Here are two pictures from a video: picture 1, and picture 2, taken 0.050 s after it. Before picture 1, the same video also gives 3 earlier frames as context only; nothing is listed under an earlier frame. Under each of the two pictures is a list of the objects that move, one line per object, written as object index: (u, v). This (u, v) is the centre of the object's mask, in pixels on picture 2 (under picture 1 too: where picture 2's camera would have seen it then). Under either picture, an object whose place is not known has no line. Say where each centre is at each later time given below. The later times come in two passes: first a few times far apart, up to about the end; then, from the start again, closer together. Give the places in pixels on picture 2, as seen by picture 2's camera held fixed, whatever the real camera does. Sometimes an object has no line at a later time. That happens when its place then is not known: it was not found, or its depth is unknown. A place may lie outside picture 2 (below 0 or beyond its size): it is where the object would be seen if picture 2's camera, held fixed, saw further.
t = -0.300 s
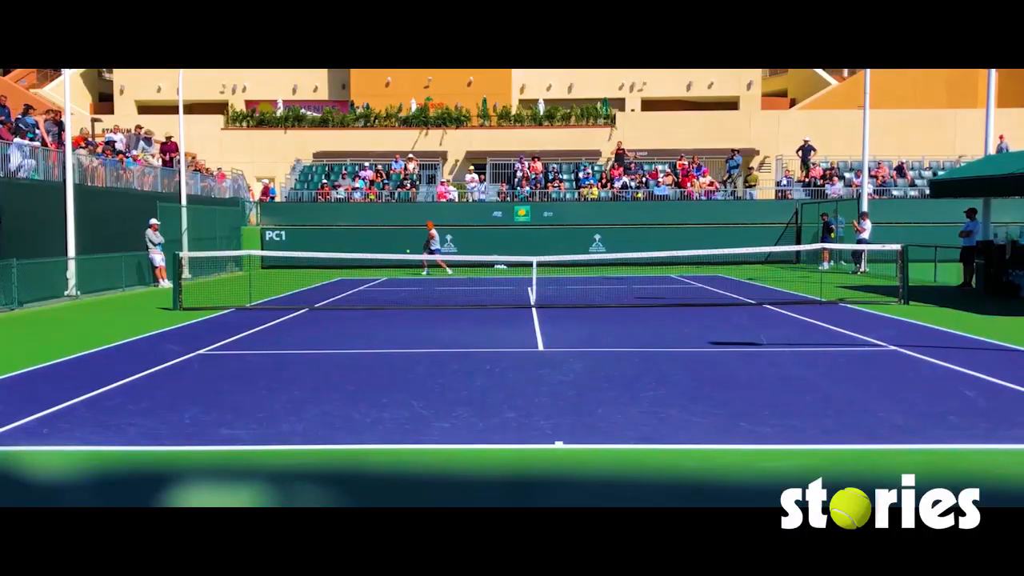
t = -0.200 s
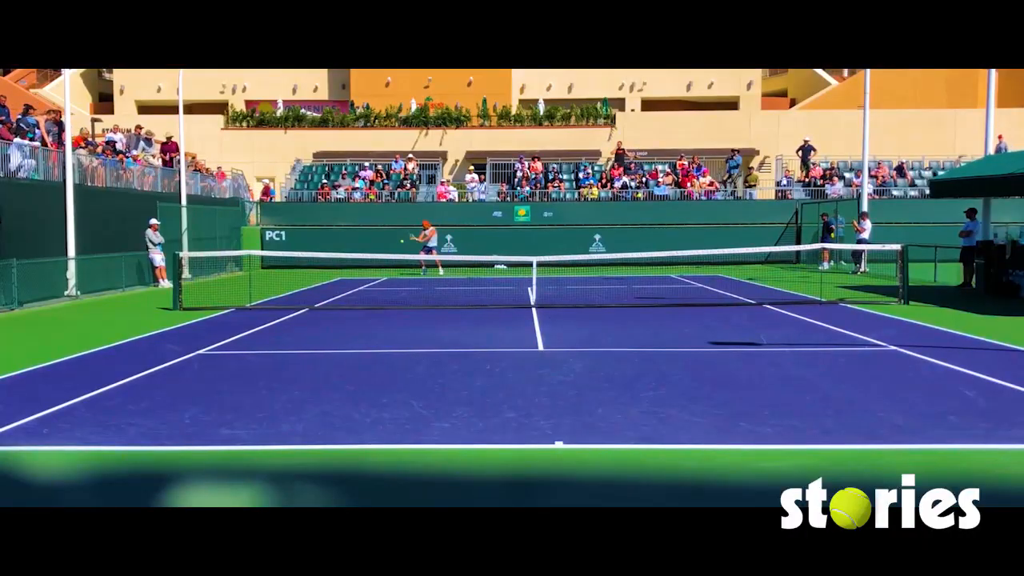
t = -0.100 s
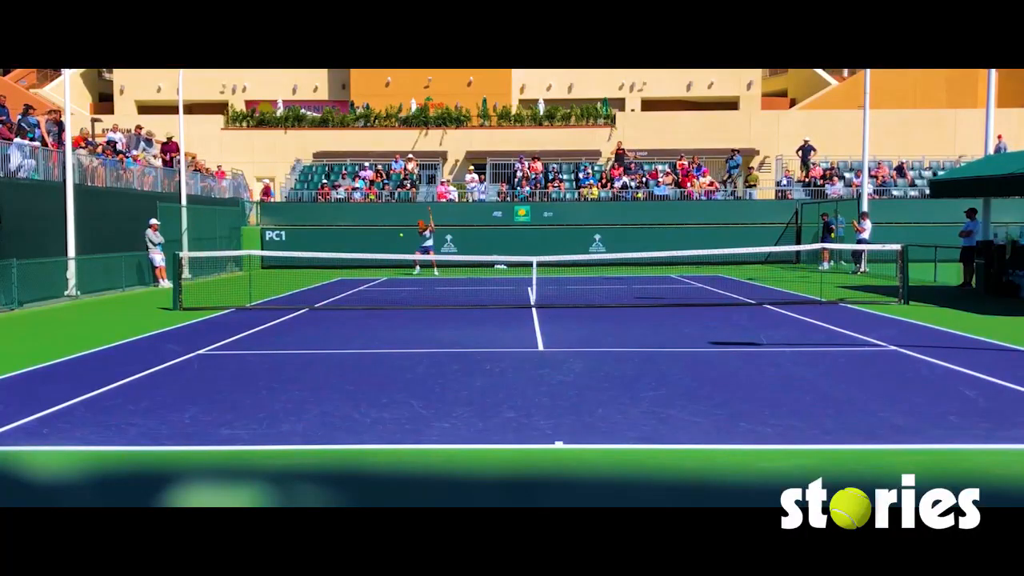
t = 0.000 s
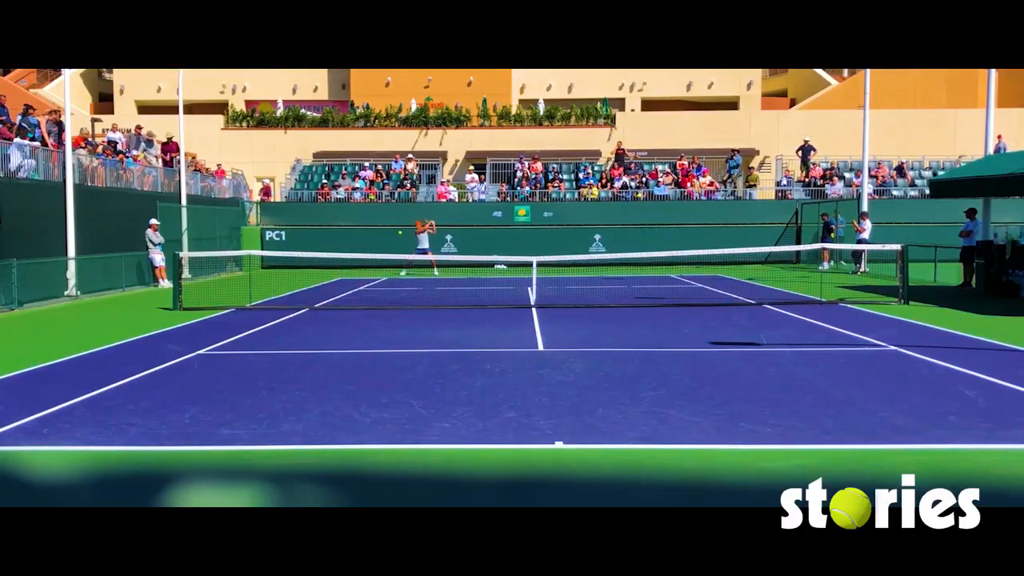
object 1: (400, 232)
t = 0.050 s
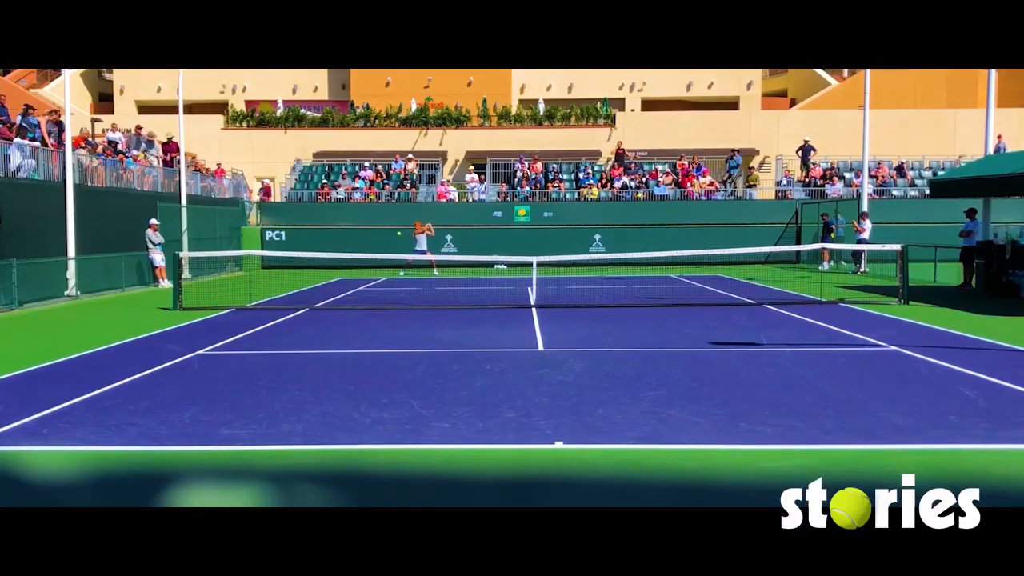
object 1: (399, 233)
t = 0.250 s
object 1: (393, 252)
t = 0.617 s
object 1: (367, 332)
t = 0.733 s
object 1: (356, 320)
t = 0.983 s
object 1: (312, 373)
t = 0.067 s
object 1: (399, 234)
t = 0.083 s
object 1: (398, 235)
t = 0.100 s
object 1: (398, 236)
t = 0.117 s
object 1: (397, 237)
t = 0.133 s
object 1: (397, 238)
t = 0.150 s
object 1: (396, 239)
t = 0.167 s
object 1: (396, 241)
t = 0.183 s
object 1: (395, 243)
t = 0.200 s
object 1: (395, 245)
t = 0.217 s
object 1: (394, 247)
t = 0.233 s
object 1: (393, 250)
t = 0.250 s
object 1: (393, 252)
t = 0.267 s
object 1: (392, 256)
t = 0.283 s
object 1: (391, 260)
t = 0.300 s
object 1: (390, 263)
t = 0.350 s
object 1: (387, 276)
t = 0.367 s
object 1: (386, 281)
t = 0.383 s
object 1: (385, 287)
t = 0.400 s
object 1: (384, 293)
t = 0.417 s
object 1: (383, 299)
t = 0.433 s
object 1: (381, 306)
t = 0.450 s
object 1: (380, 314)
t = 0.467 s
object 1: (379, 322)
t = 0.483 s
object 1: (377, 330)
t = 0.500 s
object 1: (375, 339)
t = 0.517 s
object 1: (374, 349)
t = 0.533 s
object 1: (373, 347)
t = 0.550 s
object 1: (372, 344)
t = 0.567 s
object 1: (370, 340)
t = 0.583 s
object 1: (369, 337)
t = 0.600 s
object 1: (368, 334)
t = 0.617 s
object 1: (367, 332)
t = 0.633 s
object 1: (365, 329)
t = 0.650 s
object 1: (364, 327)
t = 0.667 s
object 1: (362, 325)
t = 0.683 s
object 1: (361, 323)
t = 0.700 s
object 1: (359, 322)
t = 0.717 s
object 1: (357, 321)
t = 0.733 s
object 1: (356, 320)
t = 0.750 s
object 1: (354, 320)
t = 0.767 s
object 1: (351, 320)
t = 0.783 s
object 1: (349, 321)
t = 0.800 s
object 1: (347, 322)
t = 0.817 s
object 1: (344, 323)
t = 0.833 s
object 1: (342, 325)
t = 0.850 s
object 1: (339, 328)
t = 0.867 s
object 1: (337, 331)
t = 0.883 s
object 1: (334, 335)
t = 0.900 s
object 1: (331, 339)
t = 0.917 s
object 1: (327, 344)
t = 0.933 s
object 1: (324, 350)
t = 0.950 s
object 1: (320, 357)
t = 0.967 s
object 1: (317, 364)
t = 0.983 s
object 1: (312, 373)
